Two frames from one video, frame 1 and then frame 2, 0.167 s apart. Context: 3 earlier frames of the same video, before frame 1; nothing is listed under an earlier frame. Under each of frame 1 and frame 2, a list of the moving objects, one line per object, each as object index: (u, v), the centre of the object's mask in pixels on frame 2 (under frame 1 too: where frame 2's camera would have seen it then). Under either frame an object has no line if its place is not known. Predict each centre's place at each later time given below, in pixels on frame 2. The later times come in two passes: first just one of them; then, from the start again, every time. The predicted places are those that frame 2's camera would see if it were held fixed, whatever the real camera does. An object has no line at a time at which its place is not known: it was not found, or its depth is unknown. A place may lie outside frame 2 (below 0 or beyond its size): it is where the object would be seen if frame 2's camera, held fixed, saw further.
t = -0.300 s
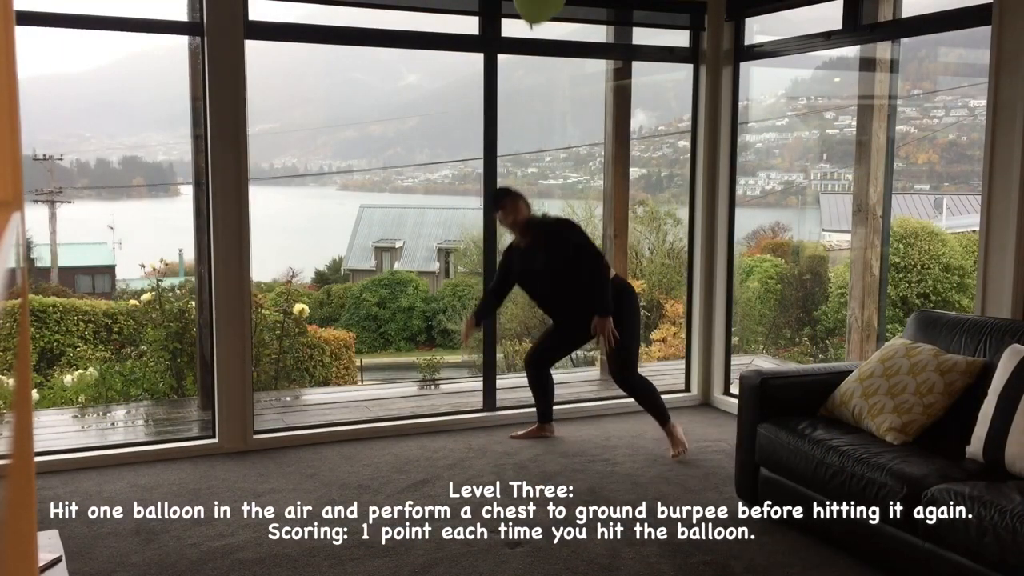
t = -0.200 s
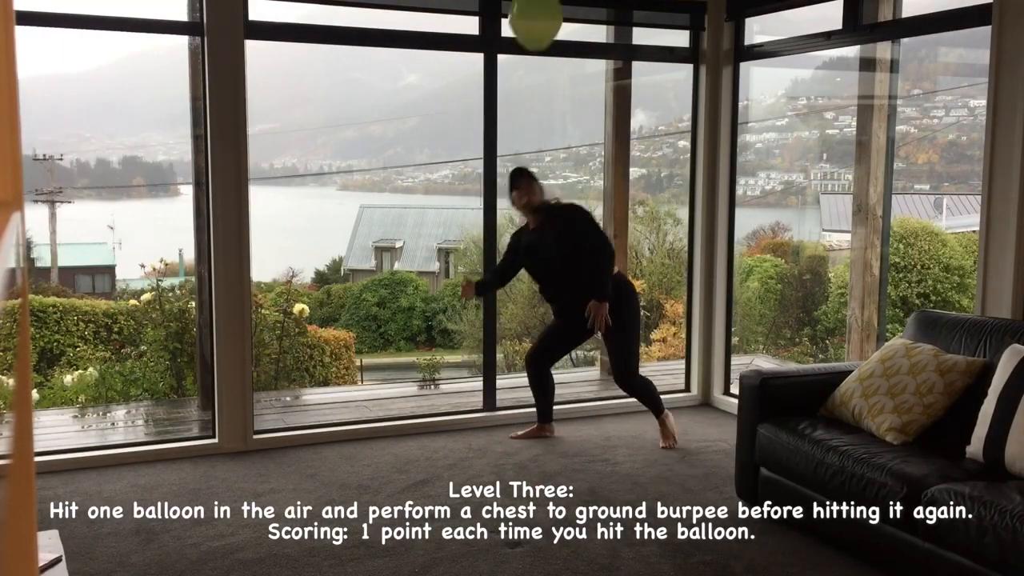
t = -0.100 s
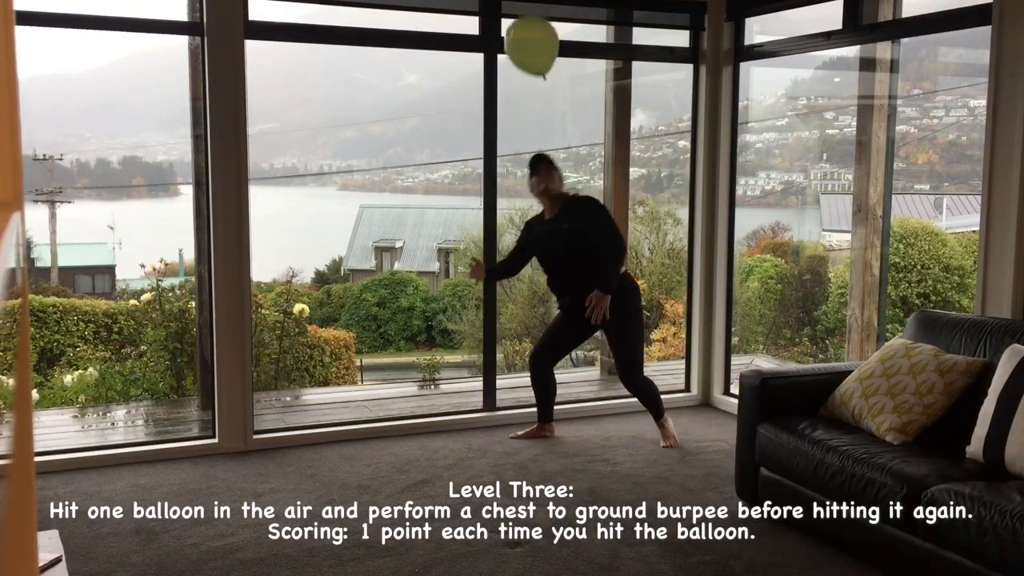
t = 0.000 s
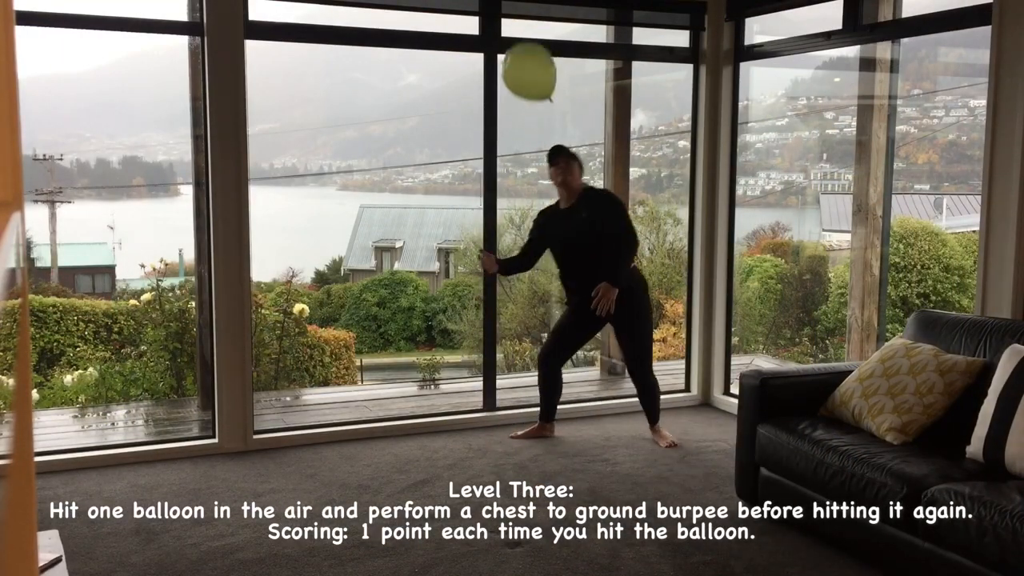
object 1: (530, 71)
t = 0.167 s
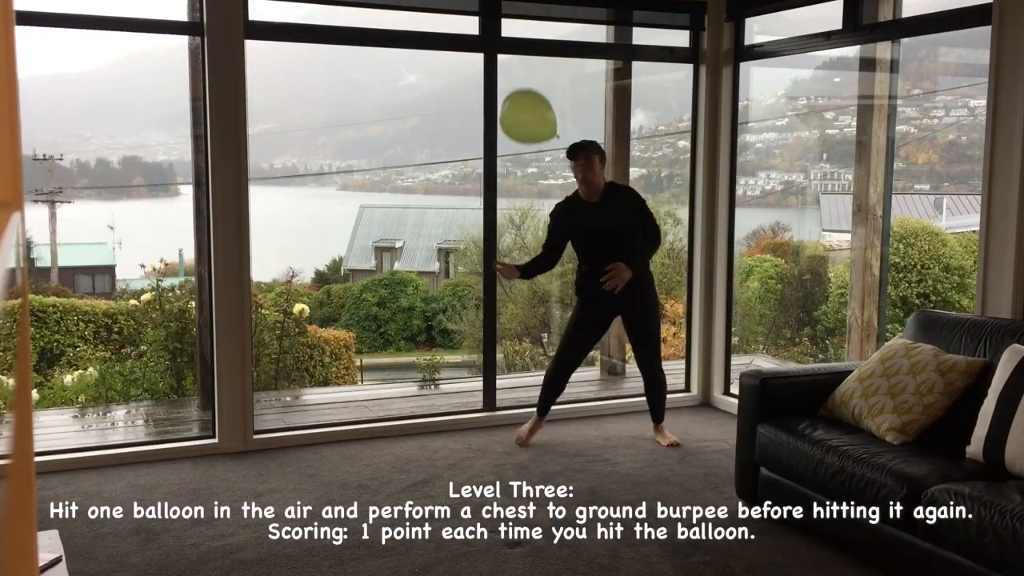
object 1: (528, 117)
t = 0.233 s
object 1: (528, 134)
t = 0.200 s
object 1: (528, 126)
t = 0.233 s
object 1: (528, 134)
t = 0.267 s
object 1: (528, 143)
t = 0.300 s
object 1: (529, 152)
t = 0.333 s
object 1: (529, 160)
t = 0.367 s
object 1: (530, 168)
